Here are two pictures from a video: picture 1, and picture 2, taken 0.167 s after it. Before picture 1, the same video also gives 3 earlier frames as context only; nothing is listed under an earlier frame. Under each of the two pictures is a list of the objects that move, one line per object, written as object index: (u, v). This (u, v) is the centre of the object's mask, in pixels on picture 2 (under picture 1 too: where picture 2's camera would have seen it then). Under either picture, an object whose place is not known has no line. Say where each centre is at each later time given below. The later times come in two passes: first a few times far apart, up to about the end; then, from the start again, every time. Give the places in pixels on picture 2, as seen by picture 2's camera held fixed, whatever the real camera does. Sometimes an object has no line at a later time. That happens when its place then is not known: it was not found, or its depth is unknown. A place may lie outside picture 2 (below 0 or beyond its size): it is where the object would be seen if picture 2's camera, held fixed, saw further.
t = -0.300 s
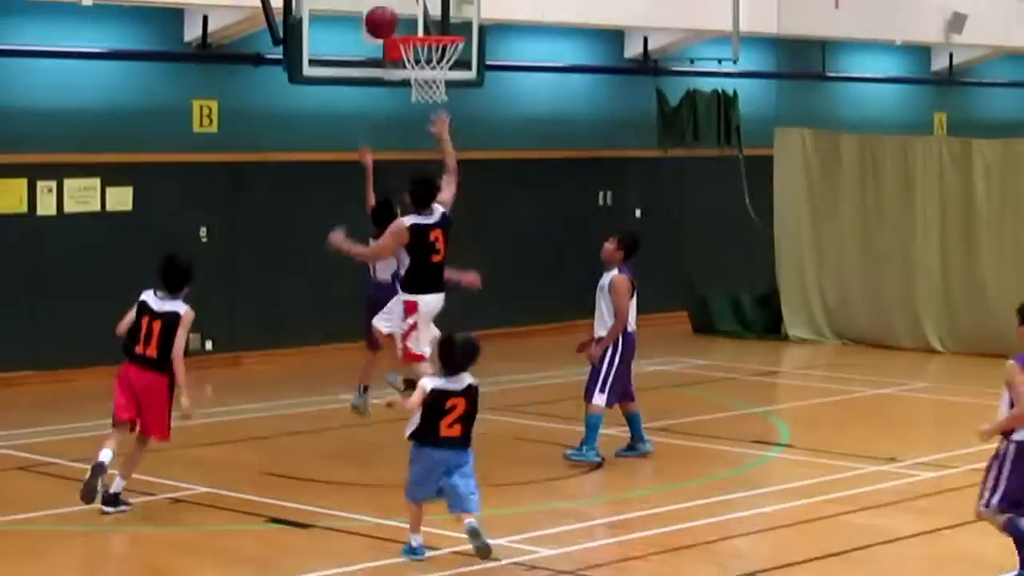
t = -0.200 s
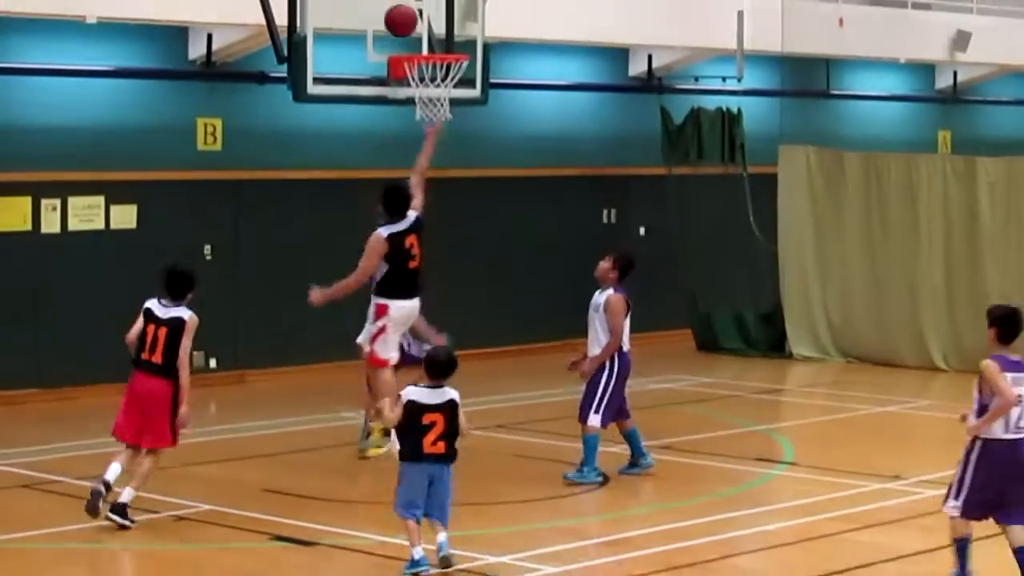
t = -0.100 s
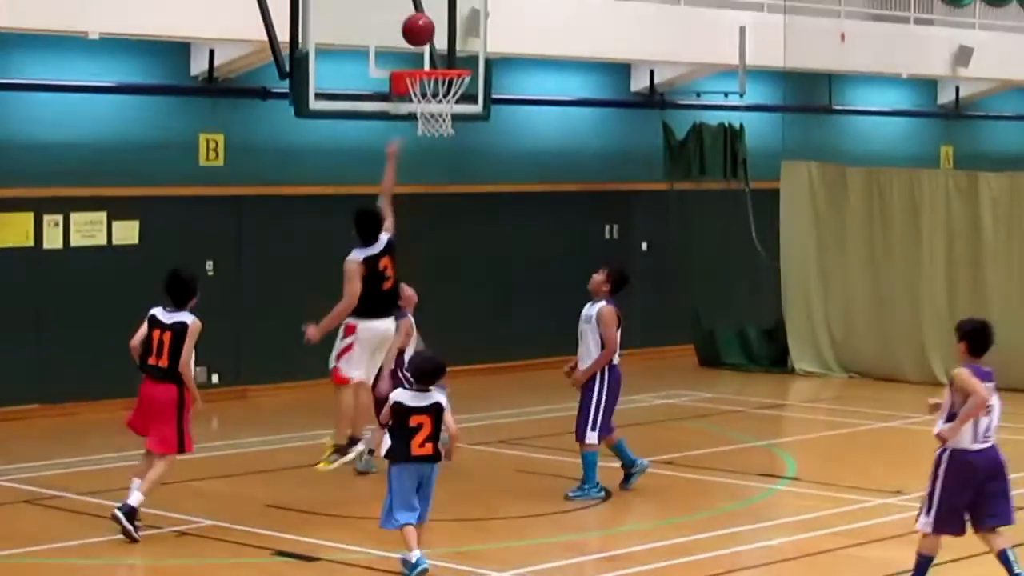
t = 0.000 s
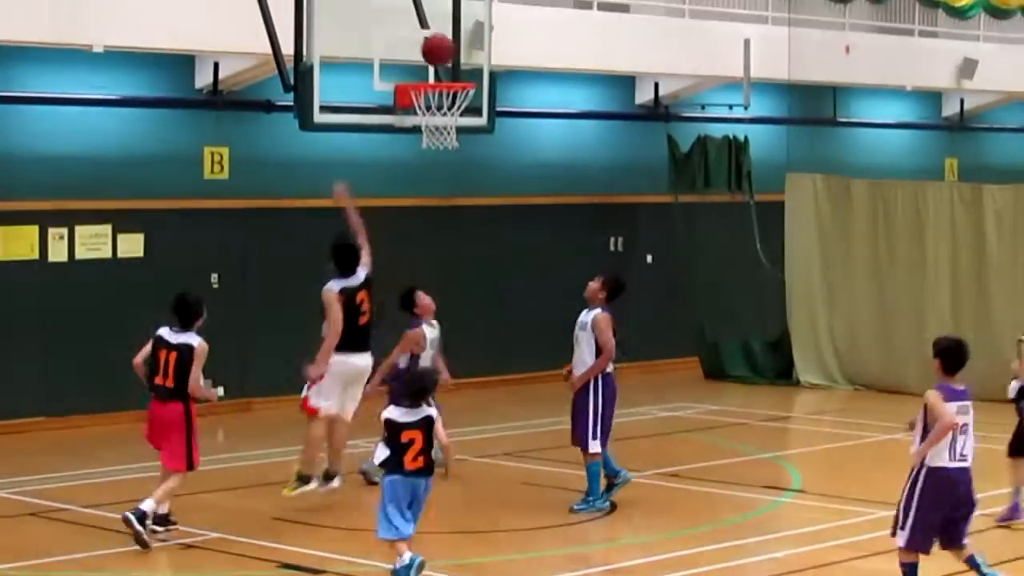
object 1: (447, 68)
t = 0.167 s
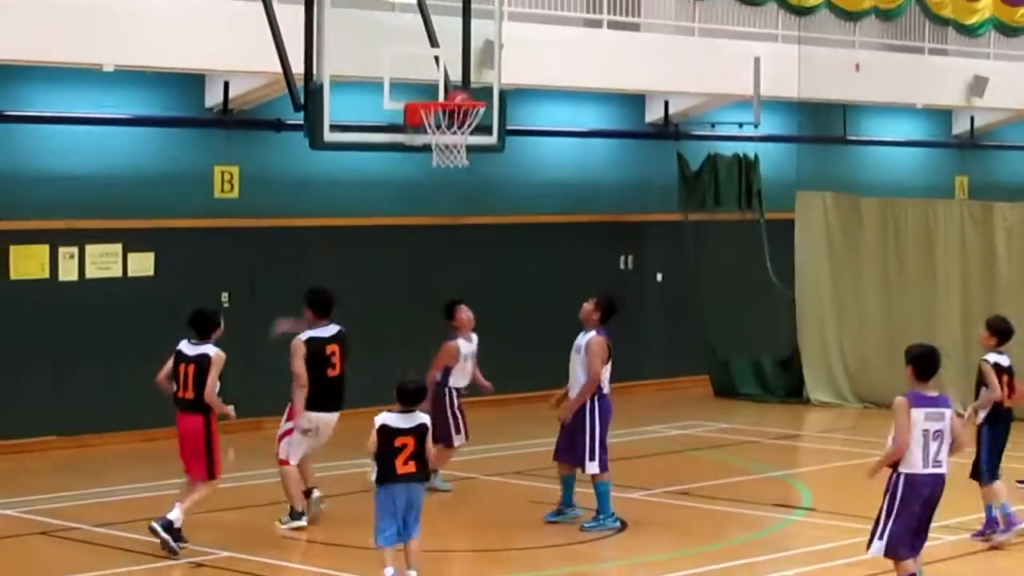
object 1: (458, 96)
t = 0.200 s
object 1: (453, 121)
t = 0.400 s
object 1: (430, 152)
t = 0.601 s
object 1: (429, 187)
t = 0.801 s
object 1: (425, 285)
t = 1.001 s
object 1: (422, 438)
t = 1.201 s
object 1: (426, 430)
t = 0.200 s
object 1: (453, 121)
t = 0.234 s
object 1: (445, 126)
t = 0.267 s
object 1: (436, 139)
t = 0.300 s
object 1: (435, 138)
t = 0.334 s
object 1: (433, 138)
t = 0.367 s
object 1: (432, 150)
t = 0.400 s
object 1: (430, 152)
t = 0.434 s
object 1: (429, 154)
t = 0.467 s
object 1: (429, 158)
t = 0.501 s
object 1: (429, 163)
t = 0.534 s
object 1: (429, 168)
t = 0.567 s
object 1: (429, 177)
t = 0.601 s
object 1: (429, 187)
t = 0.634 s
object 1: (427, 200)
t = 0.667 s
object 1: (427, 212)
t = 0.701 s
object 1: (427, 229)
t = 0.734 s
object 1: (427, 245)
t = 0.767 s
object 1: (426, 263)
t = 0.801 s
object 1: (425, 285)
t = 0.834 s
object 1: (426, 306)
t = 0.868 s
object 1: (424, 328)
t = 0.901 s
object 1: (423, 351)
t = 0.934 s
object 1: (424, 378)
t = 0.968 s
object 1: (421, 405)
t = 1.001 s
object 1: (422, 438)
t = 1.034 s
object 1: (421, 466)
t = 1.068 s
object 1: (421, 498)
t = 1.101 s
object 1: (422, 492)
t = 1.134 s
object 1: (423, 470)
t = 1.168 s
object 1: (425, 448)
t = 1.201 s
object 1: (426, 430)
